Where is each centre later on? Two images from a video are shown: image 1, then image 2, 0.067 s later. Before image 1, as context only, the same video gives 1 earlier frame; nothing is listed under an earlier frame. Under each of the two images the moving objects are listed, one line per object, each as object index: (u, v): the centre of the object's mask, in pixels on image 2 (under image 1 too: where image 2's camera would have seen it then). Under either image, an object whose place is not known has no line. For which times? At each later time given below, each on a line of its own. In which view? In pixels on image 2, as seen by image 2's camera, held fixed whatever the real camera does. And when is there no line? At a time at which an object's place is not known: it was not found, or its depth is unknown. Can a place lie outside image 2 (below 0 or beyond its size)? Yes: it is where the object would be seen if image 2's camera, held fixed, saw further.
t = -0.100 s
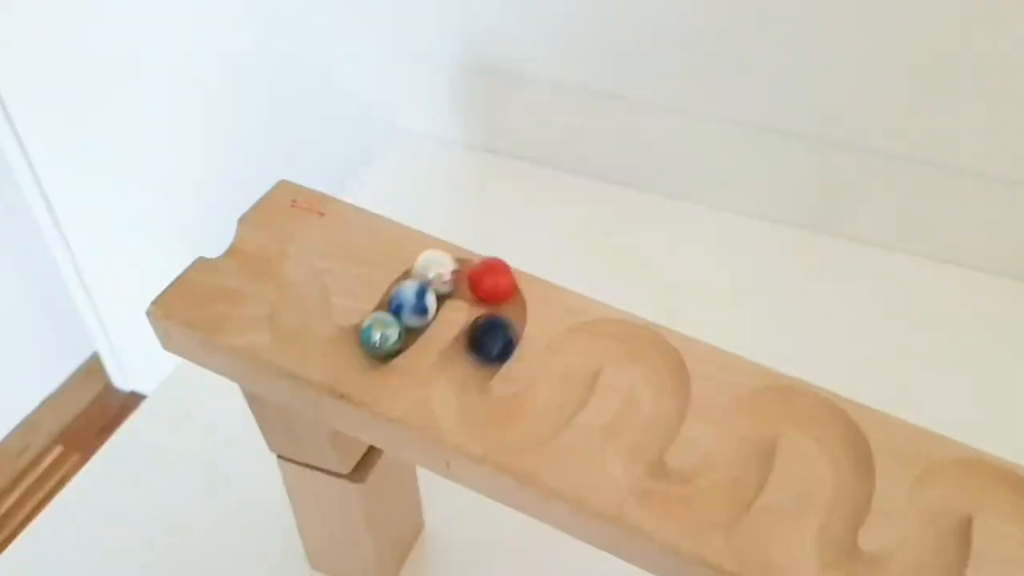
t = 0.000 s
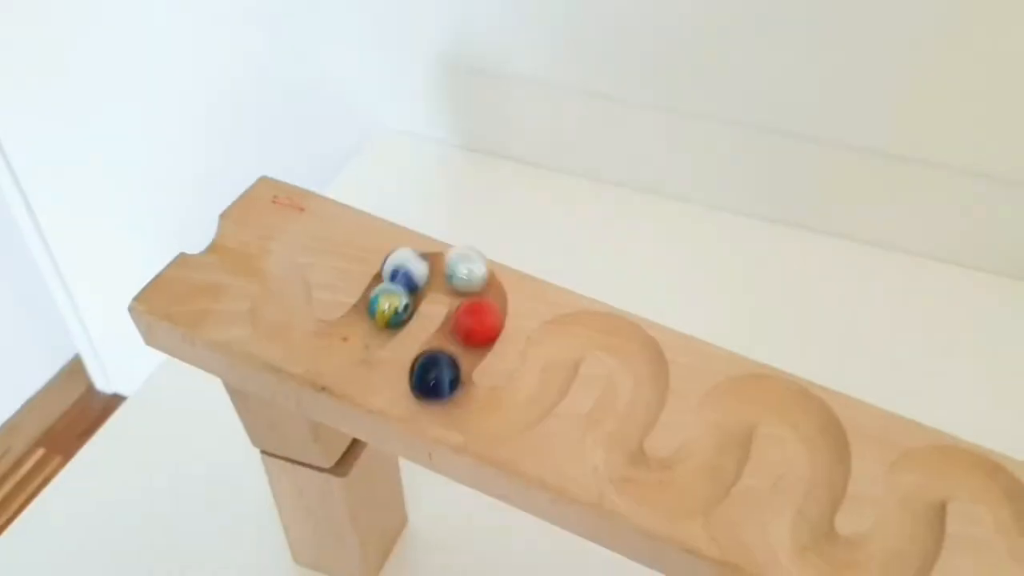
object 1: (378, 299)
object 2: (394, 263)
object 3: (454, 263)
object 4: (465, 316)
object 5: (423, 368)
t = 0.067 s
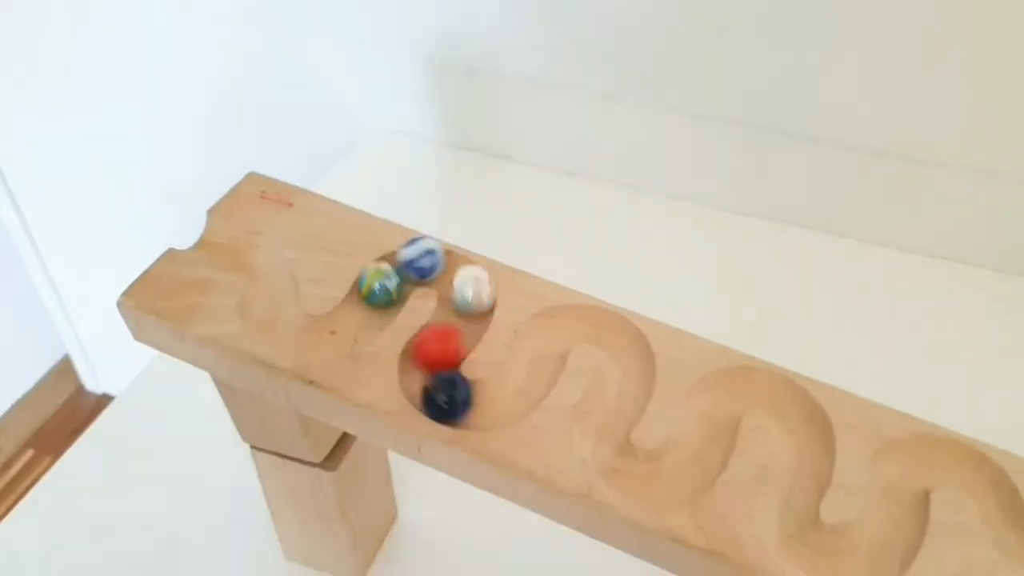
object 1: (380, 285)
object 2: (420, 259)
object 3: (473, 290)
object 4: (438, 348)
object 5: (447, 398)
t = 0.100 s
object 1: (382, 279)
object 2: (438, 258)
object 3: (470, 305)
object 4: (422, 362)
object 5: (467, 404)
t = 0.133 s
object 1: (389, 275)
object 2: (455, 265)
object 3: (457, 319)
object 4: (425, 376)
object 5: (489, 402)
